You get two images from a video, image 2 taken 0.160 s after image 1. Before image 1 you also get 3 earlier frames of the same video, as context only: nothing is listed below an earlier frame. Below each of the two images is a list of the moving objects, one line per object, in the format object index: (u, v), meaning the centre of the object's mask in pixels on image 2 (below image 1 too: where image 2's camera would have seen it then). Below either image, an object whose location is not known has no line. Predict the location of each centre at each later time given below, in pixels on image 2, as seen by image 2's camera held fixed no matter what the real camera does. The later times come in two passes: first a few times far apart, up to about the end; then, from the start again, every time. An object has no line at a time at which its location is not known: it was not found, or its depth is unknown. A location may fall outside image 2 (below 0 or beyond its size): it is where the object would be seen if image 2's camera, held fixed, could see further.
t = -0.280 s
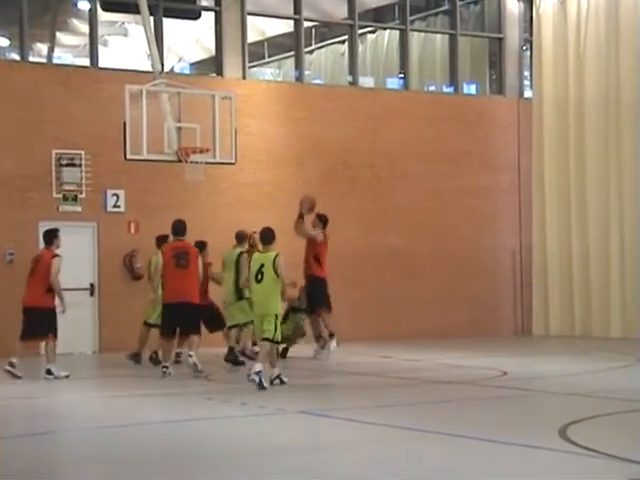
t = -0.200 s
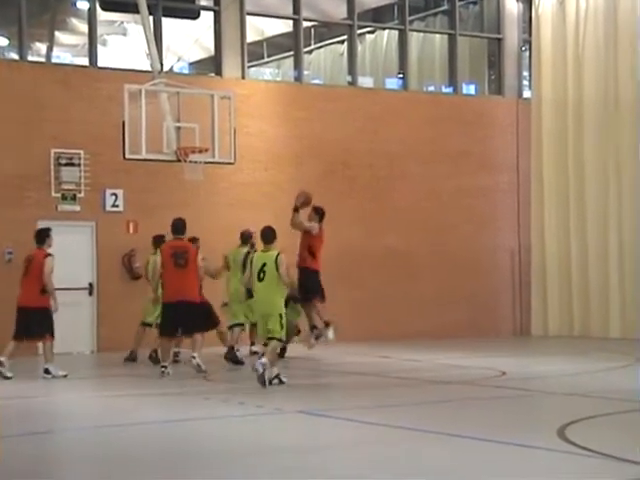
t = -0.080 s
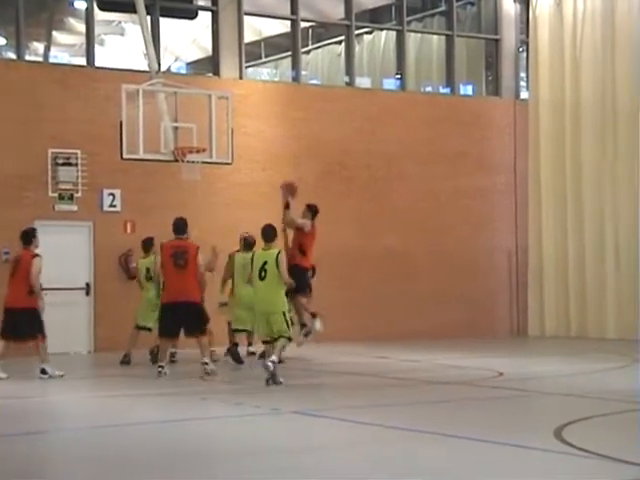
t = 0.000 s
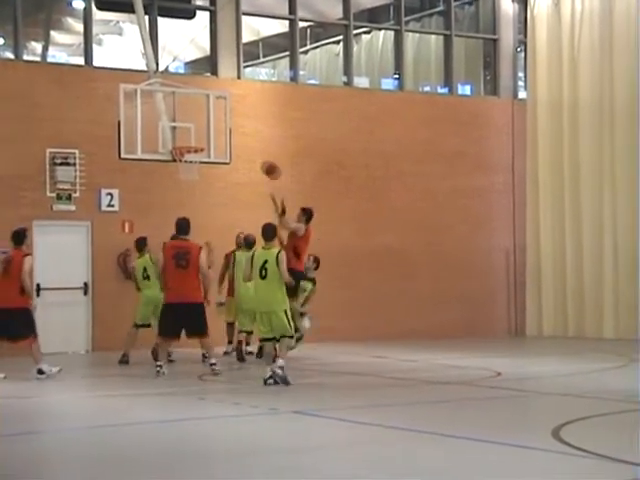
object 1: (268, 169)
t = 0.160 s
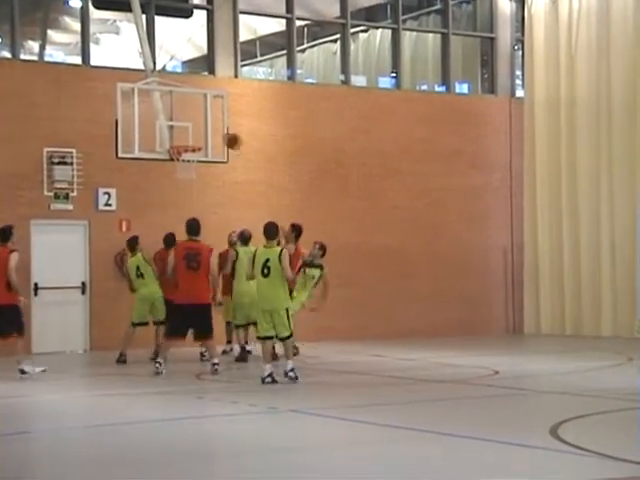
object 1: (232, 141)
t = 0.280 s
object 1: (205, 132)
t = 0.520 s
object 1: (191, 140)
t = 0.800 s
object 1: (190, 166)
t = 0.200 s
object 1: (223, 136)
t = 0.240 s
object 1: (216, 134)
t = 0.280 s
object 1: (205, 132)
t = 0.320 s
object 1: (197, 131)
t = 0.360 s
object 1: (194, 131)
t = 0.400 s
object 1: (193, 132)
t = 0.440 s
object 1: (192, 134)
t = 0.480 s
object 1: (191, 138)
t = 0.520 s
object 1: (191, 140)
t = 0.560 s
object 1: (188, 140)
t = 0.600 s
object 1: (184, 141)
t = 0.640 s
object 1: (180, 148)
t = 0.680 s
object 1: (179, 150)
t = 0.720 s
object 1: (182, 155)
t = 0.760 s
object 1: (186, 160)
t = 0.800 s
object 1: (190, 166)
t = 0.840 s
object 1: (193, 171)
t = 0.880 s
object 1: (196, 176)
